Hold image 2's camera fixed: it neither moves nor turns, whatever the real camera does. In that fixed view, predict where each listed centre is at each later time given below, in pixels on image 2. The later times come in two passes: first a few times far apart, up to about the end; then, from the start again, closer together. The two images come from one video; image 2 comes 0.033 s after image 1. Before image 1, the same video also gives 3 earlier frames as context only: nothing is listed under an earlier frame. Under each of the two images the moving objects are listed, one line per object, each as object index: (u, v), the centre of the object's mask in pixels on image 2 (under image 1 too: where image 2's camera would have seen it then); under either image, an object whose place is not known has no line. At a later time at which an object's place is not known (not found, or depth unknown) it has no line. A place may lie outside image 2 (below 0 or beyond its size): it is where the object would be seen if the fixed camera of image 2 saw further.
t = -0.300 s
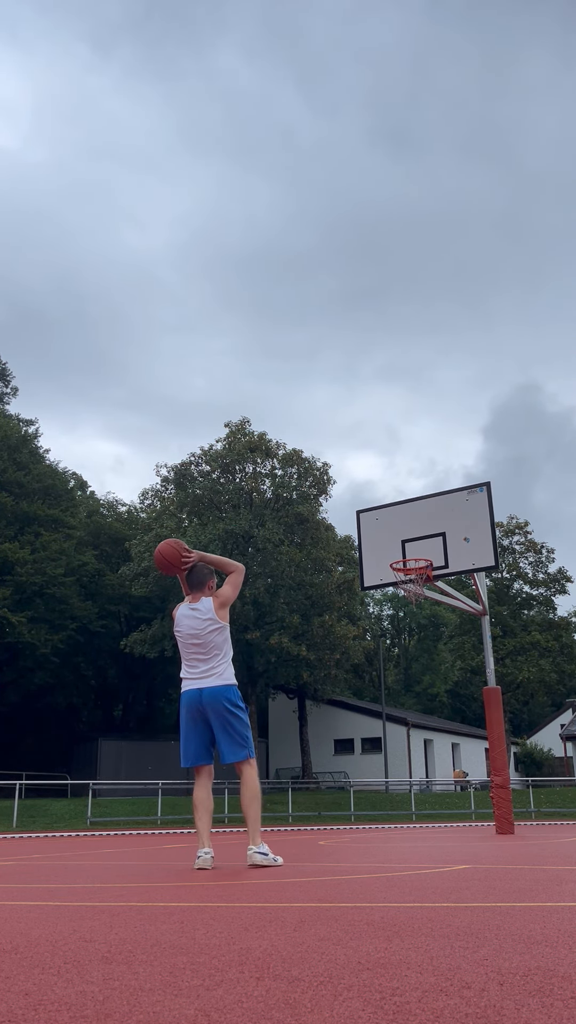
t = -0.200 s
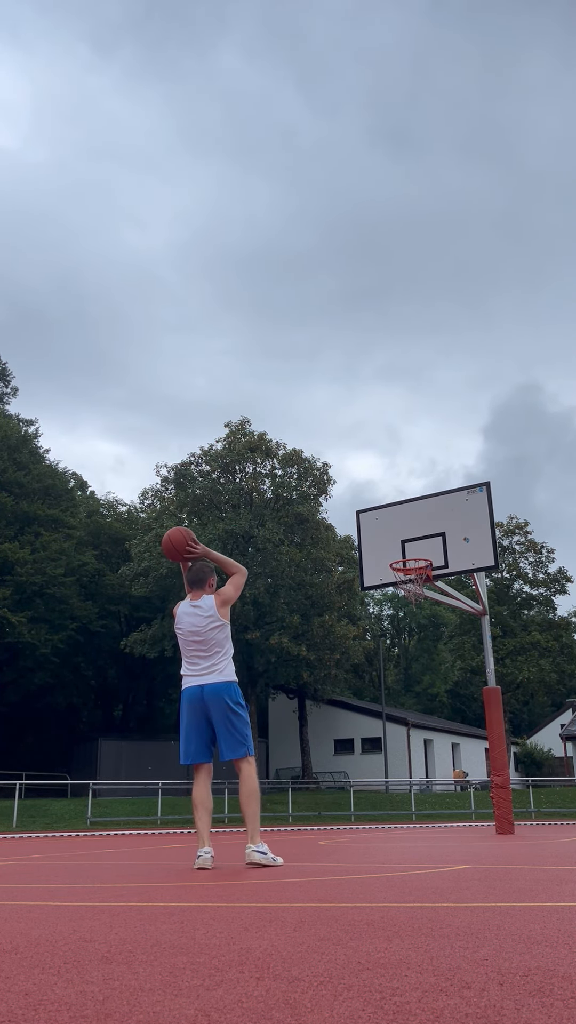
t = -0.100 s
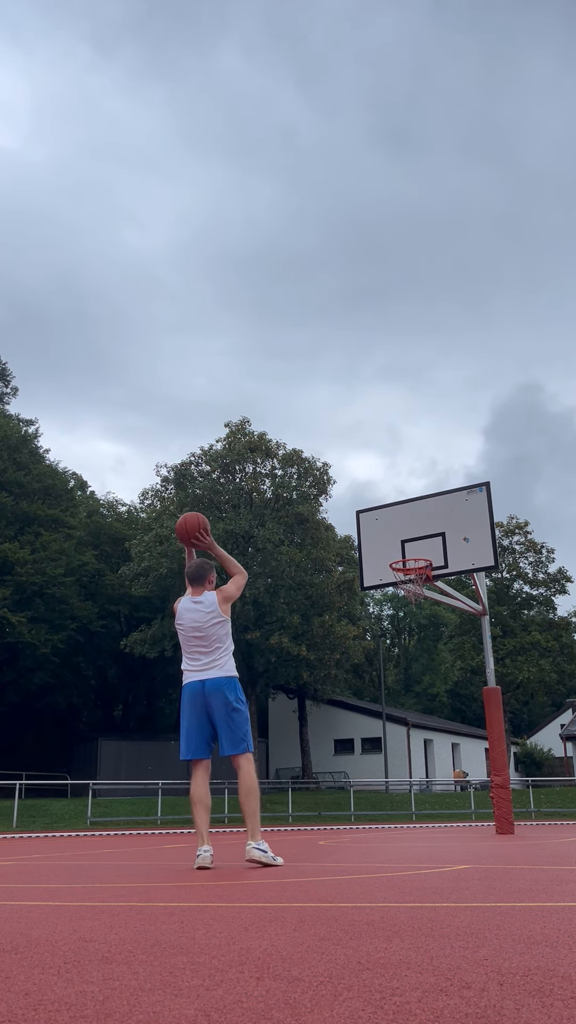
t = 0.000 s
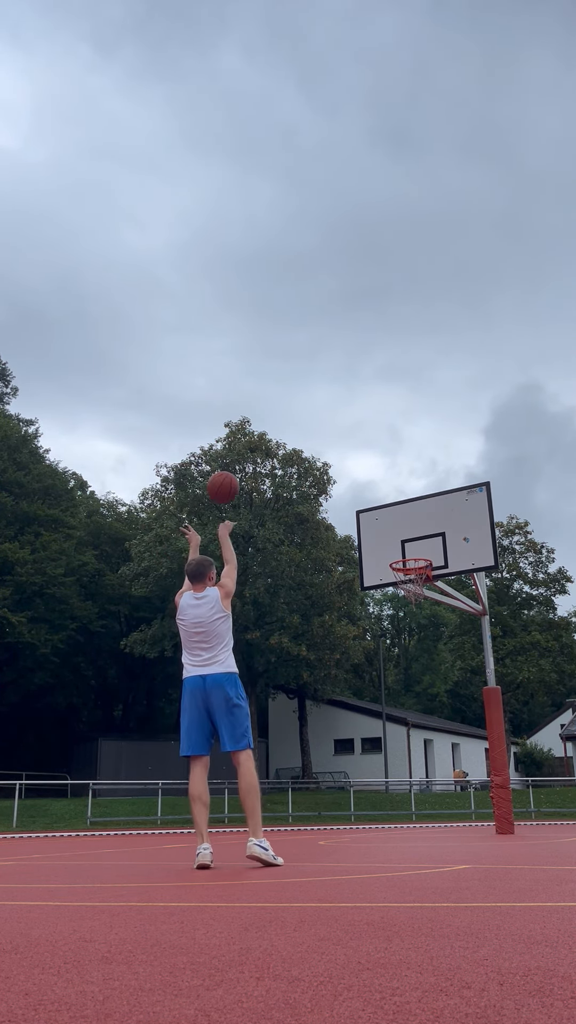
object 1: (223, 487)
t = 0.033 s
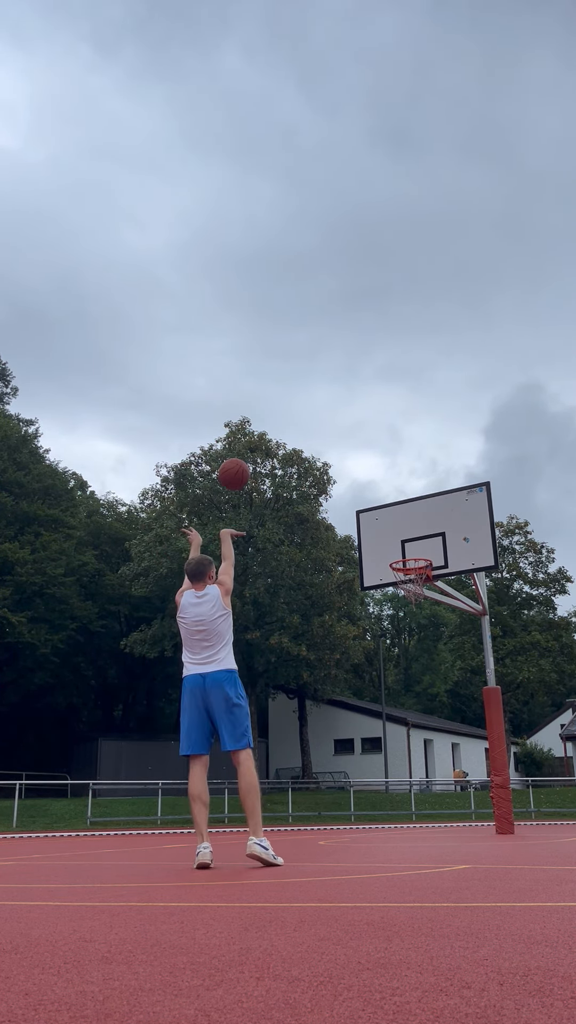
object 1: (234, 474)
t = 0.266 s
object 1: (297, 430)
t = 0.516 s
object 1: (347, 448)
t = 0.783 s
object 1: (391, 519)
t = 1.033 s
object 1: (410, 582)
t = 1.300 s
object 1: (391, 582)
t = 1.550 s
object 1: (393, 610)
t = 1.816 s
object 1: (395, 702)
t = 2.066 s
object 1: (397, 816)
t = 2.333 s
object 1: (387, 719)
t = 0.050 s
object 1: (239, 468)
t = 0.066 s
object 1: (244, 462)
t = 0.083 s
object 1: (249, 458)
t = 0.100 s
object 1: (254, 453)
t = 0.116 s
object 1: (259, 449)
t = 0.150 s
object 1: (268, 442)
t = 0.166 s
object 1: (272, 440)
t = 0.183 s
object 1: (277, 437)
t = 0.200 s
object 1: (281, 435)
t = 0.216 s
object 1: (285, 433)
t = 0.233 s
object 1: (290, 432)
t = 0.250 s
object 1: (293, 431)
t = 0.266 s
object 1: (297, 430)
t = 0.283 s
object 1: (301, 429)
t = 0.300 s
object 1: (305, 429)
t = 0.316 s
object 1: (309, 429)
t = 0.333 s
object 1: (312, 429)
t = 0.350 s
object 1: (316, 430)
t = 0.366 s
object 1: (319, 431)
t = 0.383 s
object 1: (323, 432)
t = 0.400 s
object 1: (326, 433)
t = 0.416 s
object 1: (329, 435)
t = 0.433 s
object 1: (332, 436)
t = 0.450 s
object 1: (335, 438)
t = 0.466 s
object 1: (338, 441)
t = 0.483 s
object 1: (341, 443)
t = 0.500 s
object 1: (344, 445)
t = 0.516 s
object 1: (347, 448)
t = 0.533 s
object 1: (350, 451)
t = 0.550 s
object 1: (353, 454)
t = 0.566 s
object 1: (356, 458)
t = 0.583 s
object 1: (359, 461)
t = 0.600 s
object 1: (362, 465)
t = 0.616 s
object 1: (365, 469)
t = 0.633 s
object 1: (367, 473)
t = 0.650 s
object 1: (370, 478)
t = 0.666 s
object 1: (373, 482)
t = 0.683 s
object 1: (375, 487)
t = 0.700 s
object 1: (378, 492)
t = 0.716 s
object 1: (381, 497)
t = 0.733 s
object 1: (383, 502)
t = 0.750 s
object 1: (386, 507)
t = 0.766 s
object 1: (388, 513)
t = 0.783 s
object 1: (391, 519)
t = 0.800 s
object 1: (393, 524)
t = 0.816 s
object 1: (396, 530)
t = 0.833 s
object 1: (398, 537)
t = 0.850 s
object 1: (401, 543)
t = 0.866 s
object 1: (403, 549)
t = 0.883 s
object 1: (405, 555)
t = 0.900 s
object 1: (408, 563)
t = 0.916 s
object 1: (410, 570)
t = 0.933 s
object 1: (411, 575)
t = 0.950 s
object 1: (414, 582)
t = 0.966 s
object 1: (414, 584)
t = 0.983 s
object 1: (413, 583)
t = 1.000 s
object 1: (413, 582)
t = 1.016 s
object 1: (411, 583)
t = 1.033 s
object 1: (410, 582)
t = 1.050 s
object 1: (408, 583)
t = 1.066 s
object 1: (406, 583)
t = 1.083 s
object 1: (404, 584)
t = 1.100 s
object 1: (403, 584)
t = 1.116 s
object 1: (401, 585)
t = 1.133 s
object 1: (400, 584)
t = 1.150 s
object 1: (399, 585)
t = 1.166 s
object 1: (397, 585)
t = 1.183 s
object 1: (397, 585)
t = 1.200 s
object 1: (395, 584)
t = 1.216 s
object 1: (395, 584)
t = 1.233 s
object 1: (394, 584)
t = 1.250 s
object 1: (393, 584)
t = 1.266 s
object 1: (392, 583)
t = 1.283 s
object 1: (391, 583)
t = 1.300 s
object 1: (391, 582)
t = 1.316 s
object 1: (392, 582)
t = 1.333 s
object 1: (393, 582)
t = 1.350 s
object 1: (392, 583)
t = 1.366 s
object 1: (392, 585)
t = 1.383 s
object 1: (393, 586)
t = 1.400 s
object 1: (392, 587)
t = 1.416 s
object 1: (393, 589)
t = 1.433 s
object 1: (393, 591)
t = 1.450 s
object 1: (393, 593)
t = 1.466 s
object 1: (393, 595)
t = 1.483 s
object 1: (393, 597)
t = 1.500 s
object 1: (393, 600)
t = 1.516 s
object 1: (393, 603)
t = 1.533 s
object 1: (393, 607)
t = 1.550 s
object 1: (393, 610)
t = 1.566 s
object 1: (393, 614)
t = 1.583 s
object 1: (393, 618)
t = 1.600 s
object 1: (393, 623)
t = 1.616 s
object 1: (393, 627)
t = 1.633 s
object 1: (393, 632)
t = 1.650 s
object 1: (393, 637)
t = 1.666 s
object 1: (393, 642)
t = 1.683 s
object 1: (394, 648)
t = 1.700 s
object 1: (394, 654)
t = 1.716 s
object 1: (394, 660)
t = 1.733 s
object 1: (394, 666)
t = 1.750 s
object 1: (394, 672)
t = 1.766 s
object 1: (394, 680)
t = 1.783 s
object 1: (395, 687)
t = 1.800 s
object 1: (395, 694)
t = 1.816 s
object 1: (395, 702)
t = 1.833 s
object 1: (395, 710)
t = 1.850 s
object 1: (395, 718)
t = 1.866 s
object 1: (396, 727)
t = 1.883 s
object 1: (396, 736)
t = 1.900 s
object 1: (396, 745)
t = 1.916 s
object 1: (396, 754)
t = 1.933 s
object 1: (396, 764)
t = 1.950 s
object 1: (397, 774)
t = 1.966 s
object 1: (397, 784)
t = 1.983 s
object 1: (397, 795)
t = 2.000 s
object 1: (397, 806)
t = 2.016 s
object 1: (398, 817)
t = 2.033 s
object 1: (398, 829)
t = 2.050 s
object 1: (398, 825)
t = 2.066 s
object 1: (397, 816)
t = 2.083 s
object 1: (396, 807)
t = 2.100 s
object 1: (395, 800)
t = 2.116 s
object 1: (395, 792)
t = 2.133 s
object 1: (394, 784)
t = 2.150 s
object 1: (393, 777)
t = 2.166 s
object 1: (393, 771)
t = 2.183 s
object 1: (392, 764)
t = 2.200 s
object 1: (391, 758)
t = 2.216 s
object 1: (391, 752)
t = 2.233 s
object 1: (390, 746)
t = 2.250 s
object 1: (389, 741)
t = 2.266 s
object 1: (389, 736)
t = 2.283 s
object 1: (388, 731)
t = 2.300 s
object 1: (388, 727)
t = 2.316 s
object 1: (387, 722)
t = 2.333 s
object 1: (387, 719)
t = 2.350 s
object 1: (386, 715)
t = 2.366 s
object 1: (386, 712)
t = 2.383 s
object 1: (385, 709)
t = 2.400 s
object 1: (385, 706)
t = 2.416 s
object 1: (384, 703)
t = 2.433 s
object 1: (384, 701)
